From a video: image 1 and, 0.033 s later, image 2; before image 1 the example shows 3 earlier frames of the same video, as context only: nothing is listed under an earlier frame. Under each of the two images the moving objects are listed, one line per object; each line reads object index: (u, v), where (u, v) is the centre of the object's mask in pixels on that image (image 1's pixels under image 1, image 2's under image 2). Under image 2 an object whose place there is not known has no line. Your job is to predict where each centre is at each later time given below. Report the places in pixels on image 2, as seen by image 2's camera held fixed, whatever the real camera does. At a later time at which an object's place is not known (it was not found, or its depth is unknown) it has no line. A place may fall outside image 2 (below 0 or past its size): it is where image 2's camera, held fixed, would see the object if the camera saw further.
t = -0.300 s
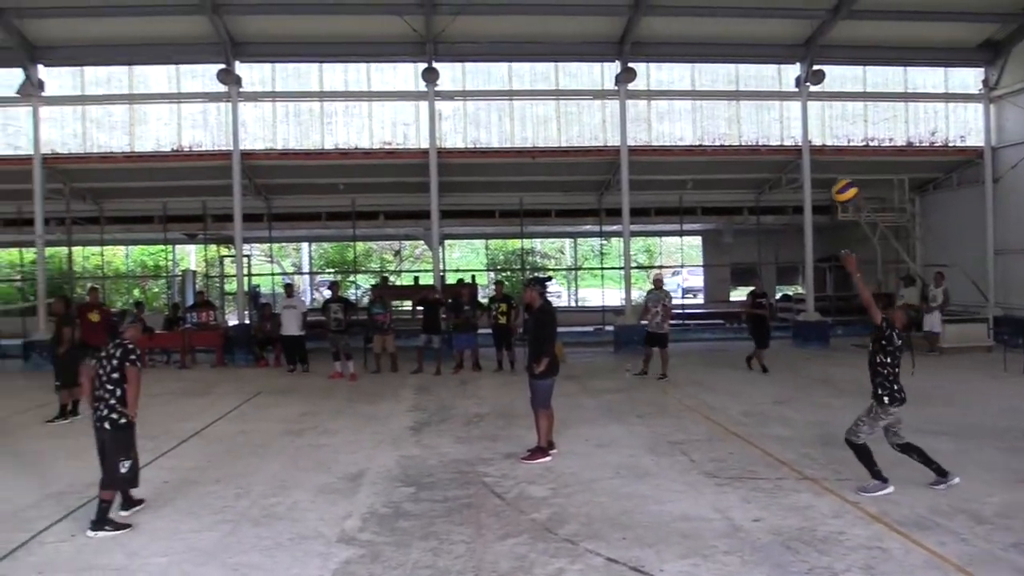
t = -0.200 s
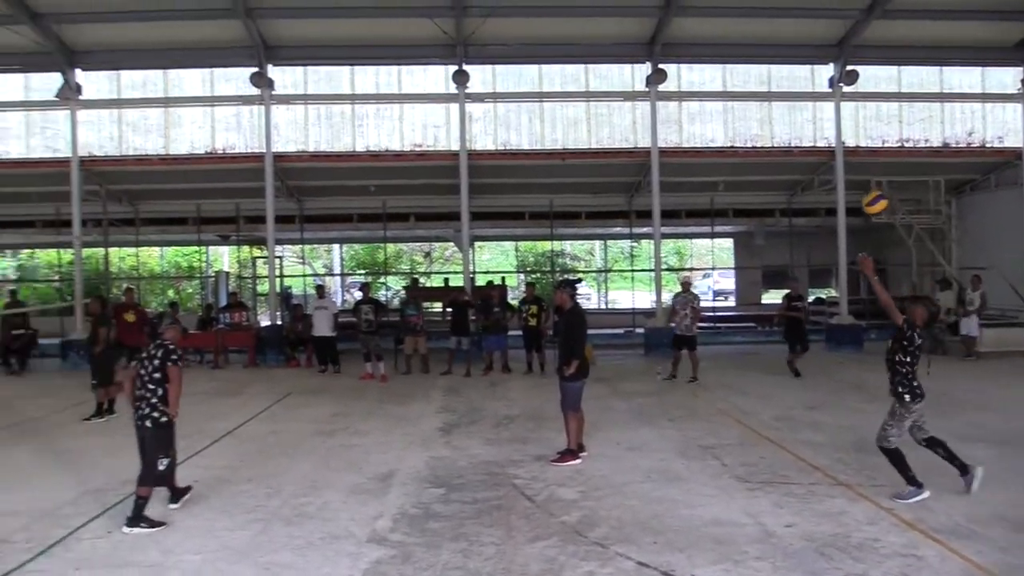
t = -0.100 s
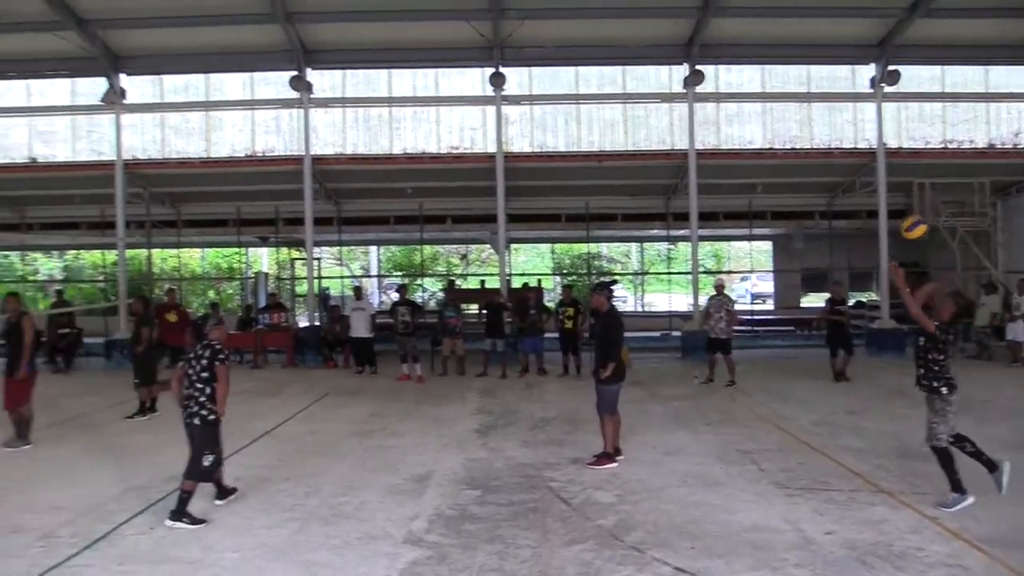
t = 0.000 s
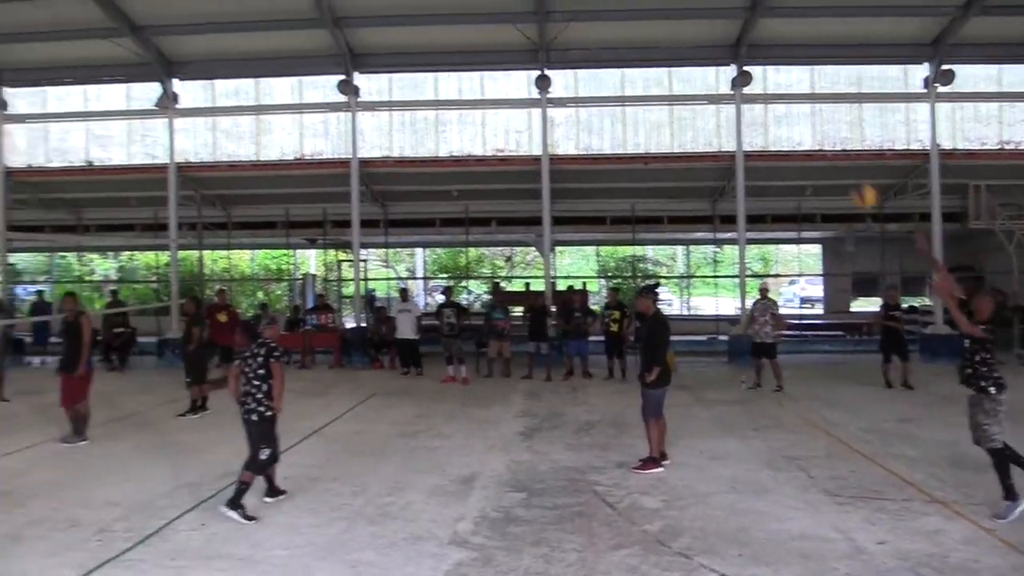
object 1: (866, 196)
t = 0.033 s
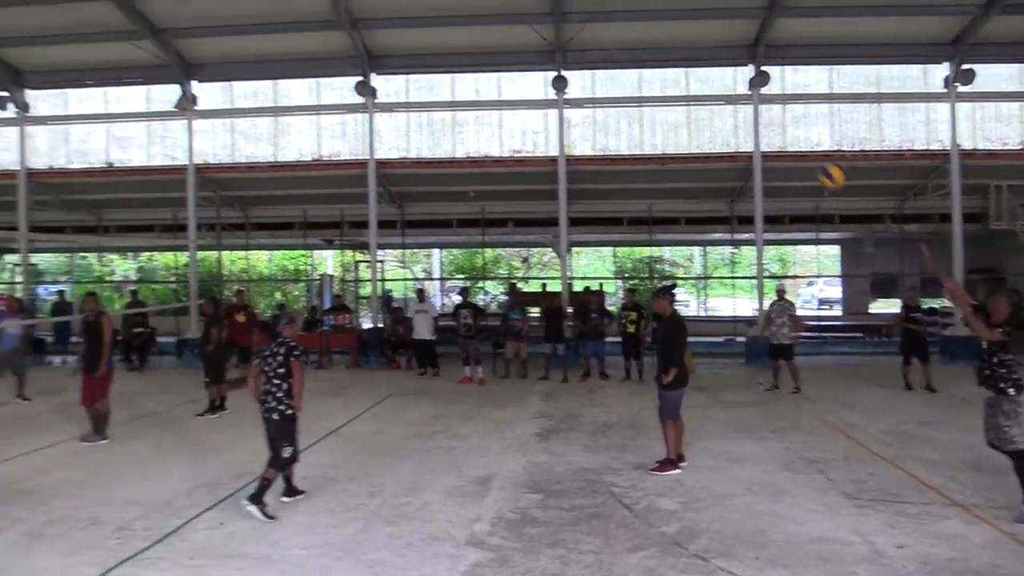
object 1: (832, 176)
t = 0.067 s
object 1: (781, 157)
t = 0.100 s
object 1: (733, 139)
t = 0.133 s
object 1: (685, 123)
